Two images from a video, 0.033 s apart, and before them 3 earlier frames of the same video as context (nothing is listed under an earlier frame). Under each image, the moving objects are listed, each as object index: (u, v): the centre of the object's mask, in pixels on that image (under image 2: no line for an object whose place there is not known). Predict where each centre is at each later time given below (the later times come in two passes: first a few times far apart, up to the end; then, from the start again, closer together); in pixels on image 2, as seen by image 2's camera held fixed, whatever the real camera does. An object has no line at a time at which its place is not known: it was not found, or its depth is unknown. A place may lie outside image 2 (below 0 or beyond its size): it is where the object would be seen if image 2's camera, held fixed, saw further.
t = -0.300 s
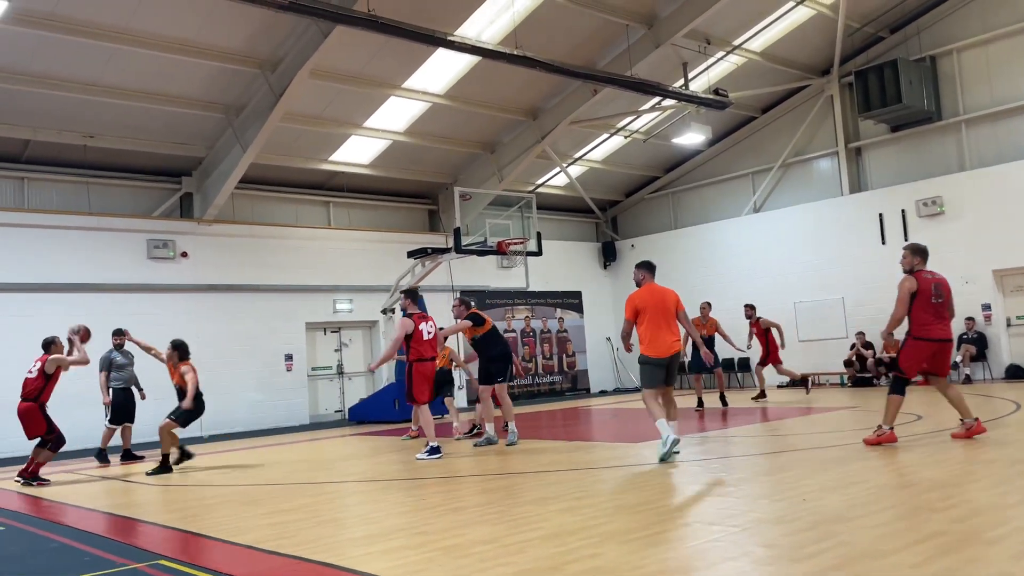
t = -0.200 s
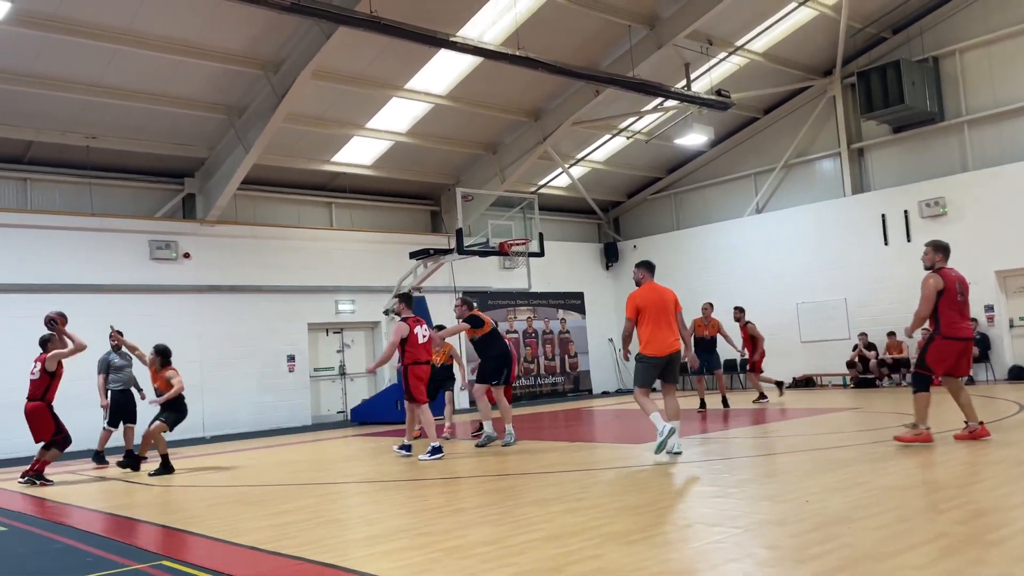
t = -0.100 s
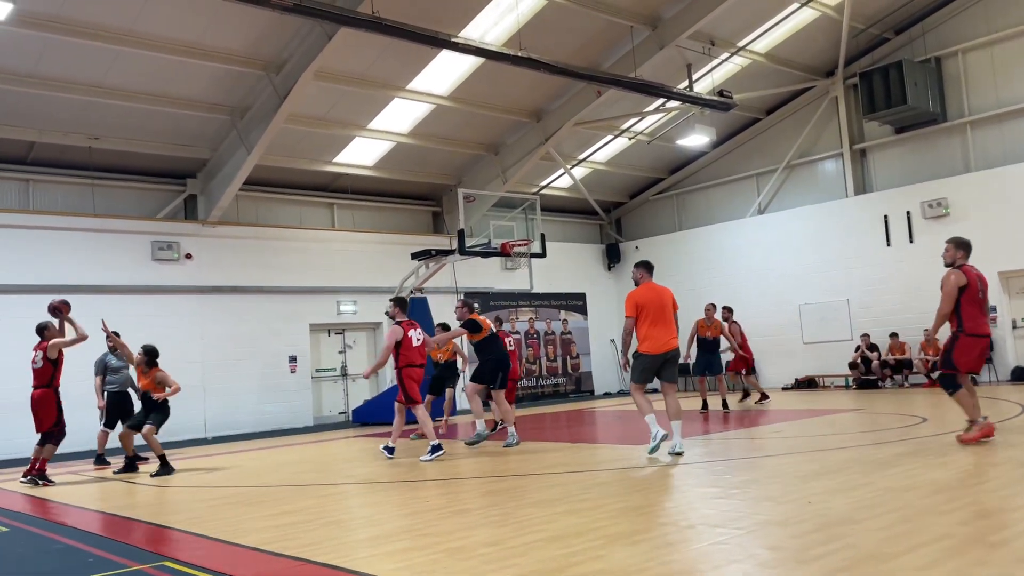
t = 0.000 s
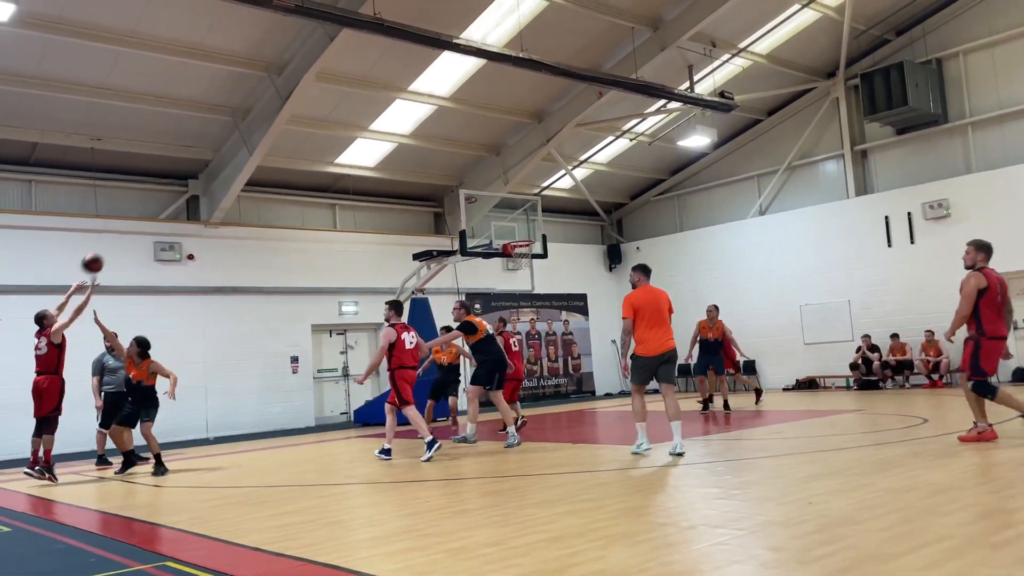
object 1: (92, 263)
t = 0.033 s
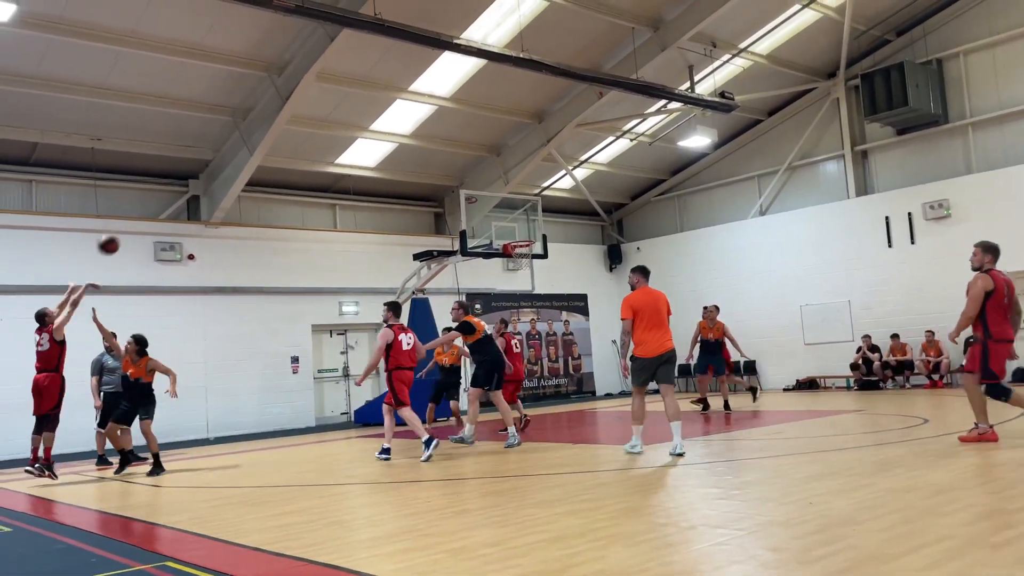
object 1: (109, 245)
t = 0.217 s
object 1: (184, 164)
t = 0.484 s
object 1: (282, 108)
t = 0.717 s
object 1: (355, 103)
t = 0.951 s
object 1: (420, 133)
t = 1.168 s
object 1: (475, 184)
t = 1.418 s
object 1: (529, 251)
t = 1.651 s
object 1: (528, 249)
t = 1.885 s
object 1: (523, 277)
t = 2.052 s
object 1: (520, 316)
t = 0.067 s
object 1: (123, 227)
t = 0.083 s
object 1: (131, 218)
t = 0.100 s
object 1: (138, 210)
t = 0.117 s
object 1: (144, 203)
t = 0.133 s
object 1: (151, 195)
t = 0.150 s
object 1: (159, 188)
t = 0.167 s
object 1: (165, 181)
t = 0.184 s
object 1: (171, 175)
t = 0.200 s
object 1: (177, 170)
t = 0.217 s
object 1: (184, 164)
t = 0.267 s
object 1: (205, 149)
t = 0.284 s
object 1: (211, 144)
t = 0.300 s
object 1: (217, 140)
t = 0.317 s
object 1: (224, 136)
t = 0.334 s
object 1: (230, 132)
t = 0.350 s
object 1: (235, 129)
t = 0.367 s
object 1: (241, 126)
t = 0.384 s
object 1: (247, 123)
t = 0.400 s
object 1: (253, 120)
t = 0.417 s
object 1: (259, 117)
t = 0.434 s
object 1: (265, 114)
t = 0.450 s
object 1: (270, 112)
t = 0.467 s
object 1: (276, 110)
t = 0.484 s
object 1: (282, 108)
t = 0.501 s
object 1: (288, 107)
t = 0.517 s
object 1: (293, 105)
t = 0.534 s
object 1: (298, 104)
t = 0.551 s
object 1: (303, 103)
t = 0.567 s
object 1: (309, 102)
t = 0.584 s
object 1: (314, 101)
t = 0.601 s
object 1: (319, 101)
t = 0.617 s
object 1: (325, 101)
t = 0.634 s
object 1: (329, 101)
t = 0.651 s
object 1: (335, 101)
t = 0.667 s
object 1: (340, 101)
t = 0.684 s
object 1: (345, 102)
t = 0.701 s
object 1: (350, 103)
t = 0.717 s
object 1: (355, 103)
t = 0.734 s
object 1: (360, 105)
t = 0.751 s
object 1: (365, 106)
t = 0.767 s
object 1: (370, 107)
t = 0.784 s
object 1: (374, 109)
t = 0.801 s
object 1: (379, 110)
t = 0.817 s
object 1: (383, 112)
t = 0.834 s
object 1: (388, 114)
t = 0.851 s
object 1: (393, 116)
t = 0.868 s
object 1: (398, 118)
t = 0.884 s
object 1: (402, 121)
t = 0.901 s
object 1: (407, 124)
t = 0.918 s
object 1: (412, 127)
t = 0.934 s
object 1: (416, 129)
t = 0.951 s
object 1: (420, 133)
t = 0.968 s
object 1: (424, 136)
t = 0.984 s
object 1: (429, 139)
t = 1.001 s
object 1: (433, 142)
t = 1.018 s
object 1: (438, 146)
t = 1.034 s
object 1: (442, 150)
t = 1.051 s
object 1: (446, 153)
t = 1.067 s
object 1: (450, 157)
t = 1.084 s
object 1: (455, 162)
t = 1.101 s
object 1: (459, 166)
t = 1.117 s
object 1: (463, 170)
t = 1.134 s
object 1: (467, 175)
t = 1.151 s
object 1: (471, 180)
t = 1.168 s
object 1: (475, 184)
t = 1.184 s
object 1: (480, 189)
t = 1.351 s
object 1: (519, 242)
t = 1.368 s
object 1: (521, 246)
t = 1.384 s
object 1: (524, 247)
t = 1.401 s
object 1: (528, 249)
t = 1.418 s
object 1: (529, 251)
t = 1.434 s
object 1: (532, 252)
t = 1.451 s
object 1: (532, 252)
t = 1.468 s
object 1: (532, 251)
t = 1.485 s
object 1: (532, 251)
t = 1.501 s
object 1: (531, 249)
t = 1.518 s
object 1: (530, 248)
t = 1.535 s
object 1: (530, 247)
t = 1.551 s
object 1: (529, 247)
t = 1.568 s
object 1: (530, 247)
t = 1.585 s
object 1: (529, 247)
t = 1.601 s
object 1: (529, 247)
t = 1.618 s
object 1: (528, 247)
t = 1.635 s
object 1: (528, 249)
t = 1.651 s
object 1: (528, 249)
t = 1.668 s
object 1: (527, 249)
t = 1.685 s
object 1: (527, 250)
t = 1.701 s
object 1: (527, 252)
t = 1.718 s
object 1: (527, 253)
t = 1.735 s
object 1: (526, 255)
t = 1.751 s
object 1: (525, 256)
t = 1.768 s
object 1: (525, 258)
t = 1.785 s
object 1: (525, 261)
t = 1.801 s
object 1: (524, 264)
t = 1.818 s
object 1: (524, 266)
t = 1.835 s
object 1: (524, 268)
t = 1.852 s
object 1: (524, 271)
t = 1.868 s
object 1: (523, 274)
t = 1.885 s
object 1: (523, 277)
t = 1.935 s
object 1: (522, 287)
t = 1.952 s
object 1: (522, 290)
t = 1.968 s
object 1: (522, 294)
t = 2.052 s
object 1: (520, 316)
